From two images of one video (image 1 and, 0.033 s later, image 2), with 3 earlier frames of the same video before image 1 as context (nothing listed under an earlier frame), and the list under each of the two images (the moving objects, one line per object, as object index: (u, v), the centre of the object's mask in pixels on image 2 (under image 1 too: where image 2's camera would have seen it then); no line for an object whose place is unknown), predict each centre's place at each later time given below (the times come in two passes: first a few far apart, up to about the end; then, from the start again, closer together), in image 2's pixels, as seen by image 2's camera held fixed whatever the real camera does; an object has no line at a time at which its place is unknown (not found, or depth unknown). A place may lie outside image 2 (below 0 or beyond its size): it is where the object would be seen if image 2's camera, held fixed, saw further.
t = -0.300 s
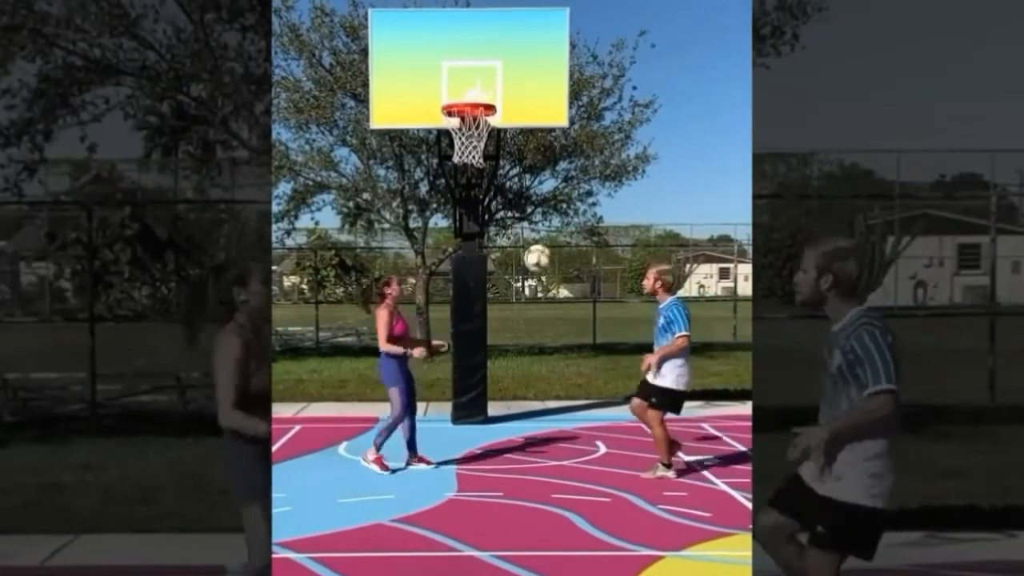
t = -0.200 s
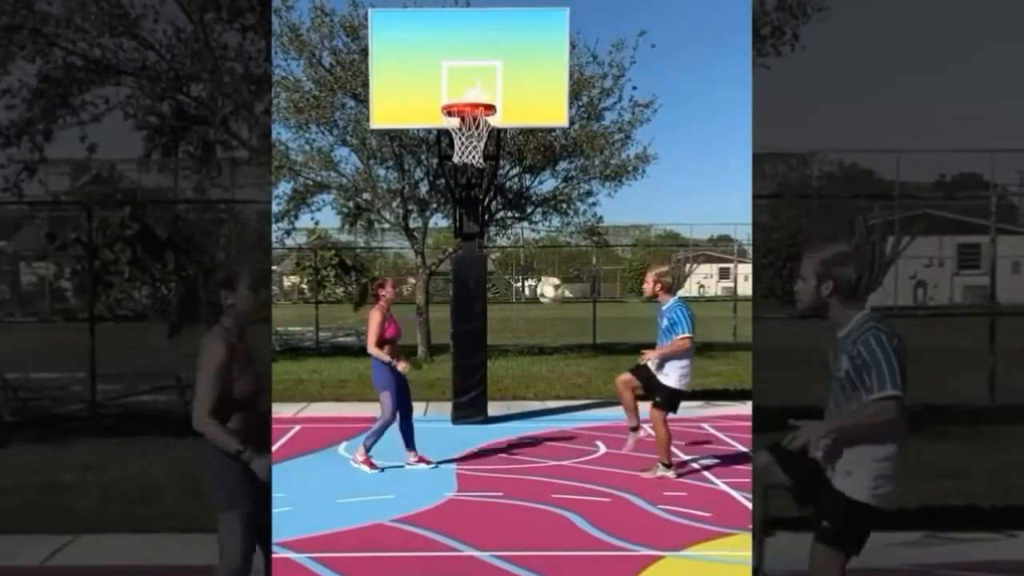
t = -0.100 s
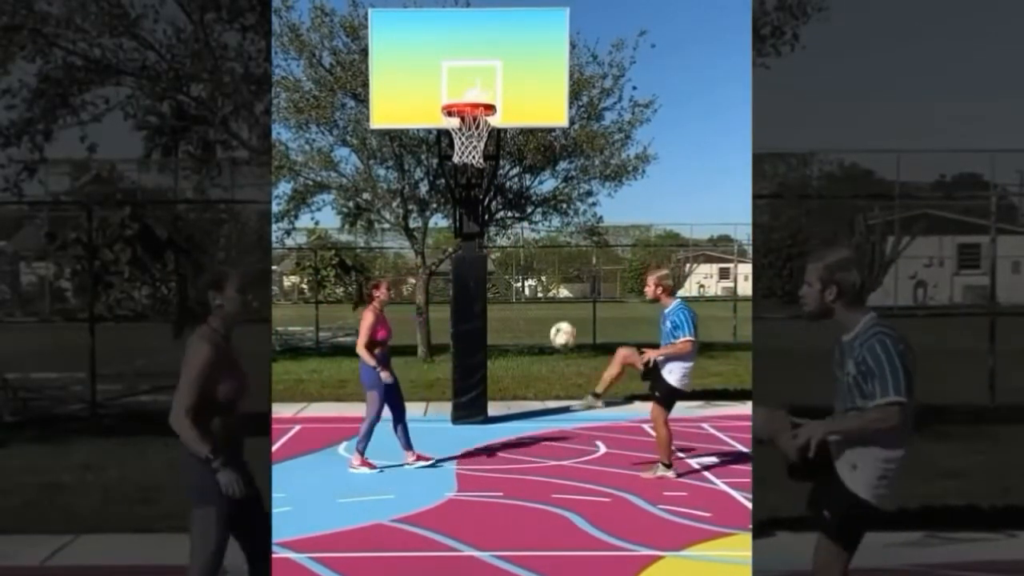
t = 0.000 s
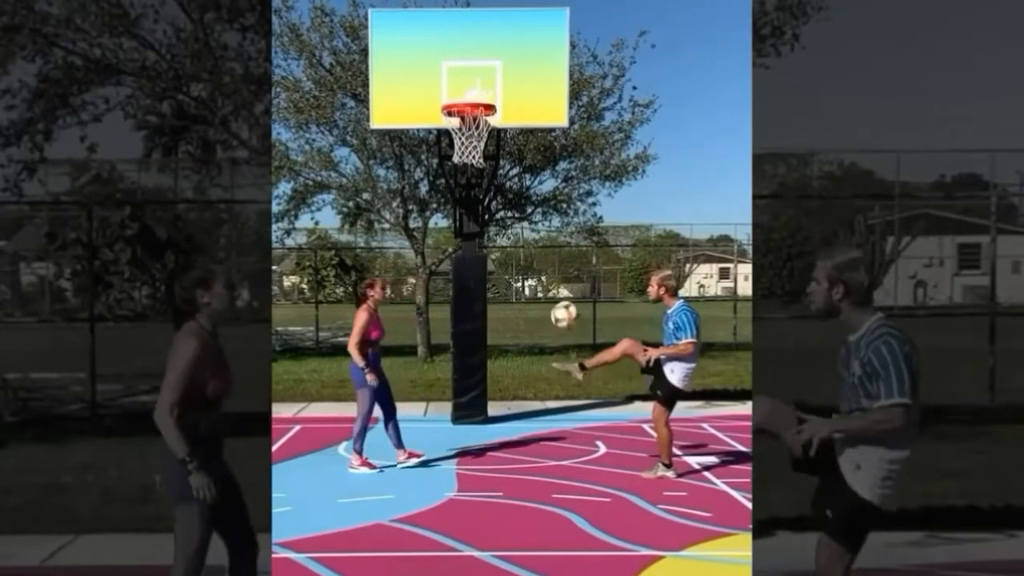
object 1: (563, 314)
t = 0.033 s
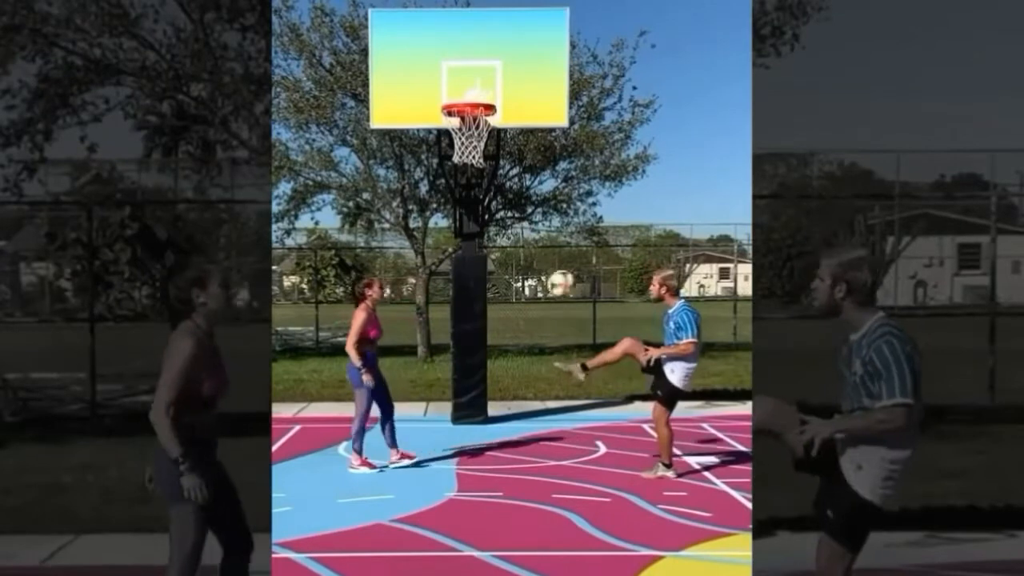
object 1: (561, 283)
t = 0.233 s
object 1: (541, 131)
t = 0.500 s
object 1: (518, 16)
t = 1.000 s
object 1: (481, 46)
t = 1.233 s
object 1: (468, 150)
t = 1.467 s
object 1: (460, 261)
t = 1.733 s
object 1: (453, 426)
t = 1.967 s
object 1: (454, 318)
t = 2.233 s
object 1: (456, 263)
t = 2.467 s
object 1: (458, 276)
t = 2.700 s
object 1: (462, 344)
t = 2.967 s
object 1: (466, 395)
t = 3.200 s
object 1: (470, 341)
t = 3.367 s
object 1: (473, 336)
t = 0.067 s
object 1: (557, 254)
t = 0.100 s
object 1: (552, 226)
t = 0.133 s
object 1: (550, 200)
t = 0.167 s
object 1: (547, 175)
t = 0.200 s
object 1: (544, 152)
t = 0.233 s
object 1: (541, 131)
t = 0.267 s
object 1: (538, 112)
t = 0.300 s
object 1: (535, 93)
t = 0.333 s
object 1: (532, 77)
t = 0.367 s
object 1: (529, 61)
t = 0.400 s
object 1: (526, 48)
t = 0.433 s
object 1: (523, 36)
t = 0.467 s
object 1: (520, 25)
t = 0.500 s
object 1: (518, 16)
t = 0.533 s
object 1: (515, 10)
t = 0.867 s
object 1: (490, 10)
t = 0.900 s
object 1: (488, 17)
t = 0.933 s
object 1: (486, 25)
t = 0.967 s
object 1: (483, 35)
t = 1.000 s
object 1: (481, 46)
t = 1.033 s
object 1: (479, 58)
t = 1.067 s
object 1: (478, 72)
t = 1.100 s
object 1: (476, 86)
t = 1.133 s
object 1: (474, 96)
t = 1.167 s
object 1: (469, 118)
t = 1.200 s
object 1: (470, 132)
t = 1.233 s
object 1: (468, 150)
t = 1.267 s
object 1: (467, 163)
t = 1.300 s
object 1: (465, 176)
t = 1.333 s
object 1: (464, 191)
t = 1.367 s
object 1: (463, 207)
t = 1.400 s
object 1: (462, 224)
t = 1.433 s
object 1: (461, 242)
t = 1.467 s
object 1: (460, 261)
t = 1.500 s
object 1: (459, 281)
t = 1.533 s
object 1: (458, 302)
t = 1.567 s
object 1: (457, 324)
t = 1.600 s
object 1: (456, 346)
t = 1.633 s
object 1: (456, 370)
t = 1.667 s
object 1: (455, 394)
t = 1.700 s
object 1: (454, 420)
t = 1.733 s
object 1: (453, 426)
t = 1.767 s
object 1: (455, 407)
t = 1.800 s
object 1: (454, 389)
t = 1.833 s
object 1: (454, 372)
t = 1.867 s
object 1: (454, 357)
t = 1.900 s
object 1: (454, 343)
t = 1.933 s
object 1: (454, 330)
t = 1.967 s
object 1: (454, 318)
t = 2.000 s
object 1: (454, 307)
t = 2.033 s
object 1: (455, 297)
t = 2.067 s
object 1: (455, 288)
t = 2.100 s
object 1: (455, 281)
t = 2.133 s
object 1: (455, 275)
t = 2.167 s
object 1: (455, 270)
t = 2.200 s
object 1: (455, 266)
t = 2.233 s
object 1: (456, 263)
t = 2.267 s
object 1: (456, 262)
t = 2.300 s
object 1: (456, 262)
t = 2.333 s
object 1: (457, 262)
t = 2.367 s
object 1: (457, 264)
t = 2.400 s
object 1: (458, 267)
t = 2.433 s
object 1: (458, 271)
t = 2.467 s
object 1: (458, 276)
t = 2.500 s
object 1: (459, 282)
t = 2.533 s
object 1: (459, 290)
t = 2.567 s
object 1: (460, 299)
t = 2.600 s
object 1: (460, 308)
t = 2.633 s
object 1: (461, 319)
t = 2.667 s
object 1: (461, 331)
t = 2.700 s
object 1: (462, 344)
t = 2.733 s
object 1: (463, 357)
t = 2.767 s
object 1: (463, 372)
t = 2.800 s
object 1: (464, 388)
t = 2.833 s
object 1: (464, 405)
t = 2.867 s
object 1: (465, 423)
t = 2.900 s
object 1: (465, 420)
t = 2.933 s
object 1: (466, 407)
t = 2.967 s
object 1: (466, 395)
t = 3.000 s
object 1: (467, 384)
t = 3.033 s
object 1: (468, 374)
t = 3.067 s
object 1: (468, 365)
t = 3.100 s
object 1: (469, 358)
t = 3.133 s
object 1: (469, 351)
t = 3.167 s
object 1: (470, 346)
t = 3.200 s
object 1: (470, 341)
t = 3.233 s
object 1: (471, 338)
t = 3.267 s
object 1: (472, 336)
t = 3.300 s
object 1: (472, 335)
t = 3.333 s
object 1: (473, 335)
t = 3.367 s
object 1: (473, 336)
